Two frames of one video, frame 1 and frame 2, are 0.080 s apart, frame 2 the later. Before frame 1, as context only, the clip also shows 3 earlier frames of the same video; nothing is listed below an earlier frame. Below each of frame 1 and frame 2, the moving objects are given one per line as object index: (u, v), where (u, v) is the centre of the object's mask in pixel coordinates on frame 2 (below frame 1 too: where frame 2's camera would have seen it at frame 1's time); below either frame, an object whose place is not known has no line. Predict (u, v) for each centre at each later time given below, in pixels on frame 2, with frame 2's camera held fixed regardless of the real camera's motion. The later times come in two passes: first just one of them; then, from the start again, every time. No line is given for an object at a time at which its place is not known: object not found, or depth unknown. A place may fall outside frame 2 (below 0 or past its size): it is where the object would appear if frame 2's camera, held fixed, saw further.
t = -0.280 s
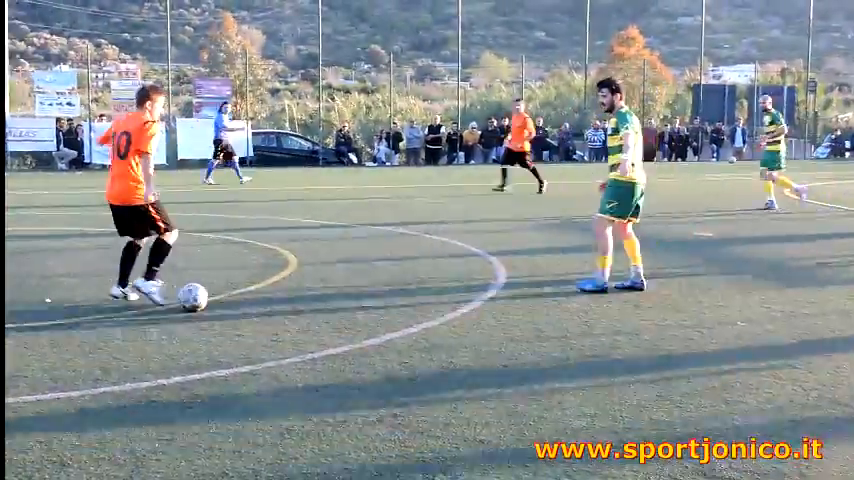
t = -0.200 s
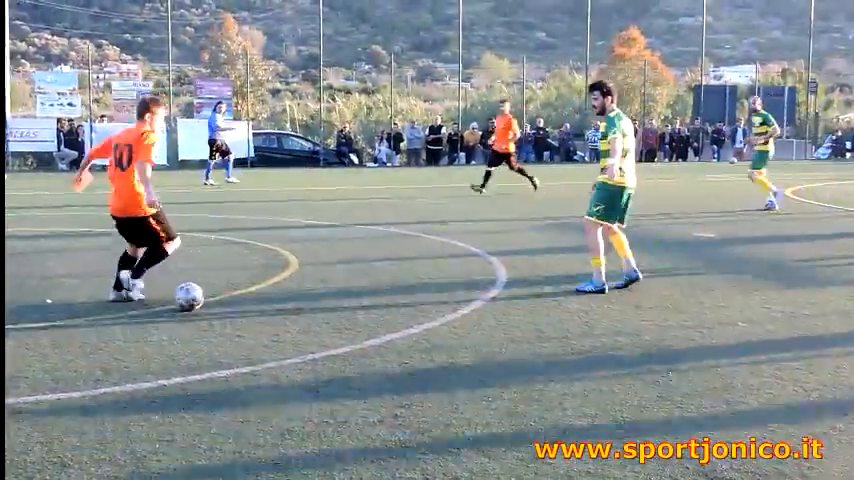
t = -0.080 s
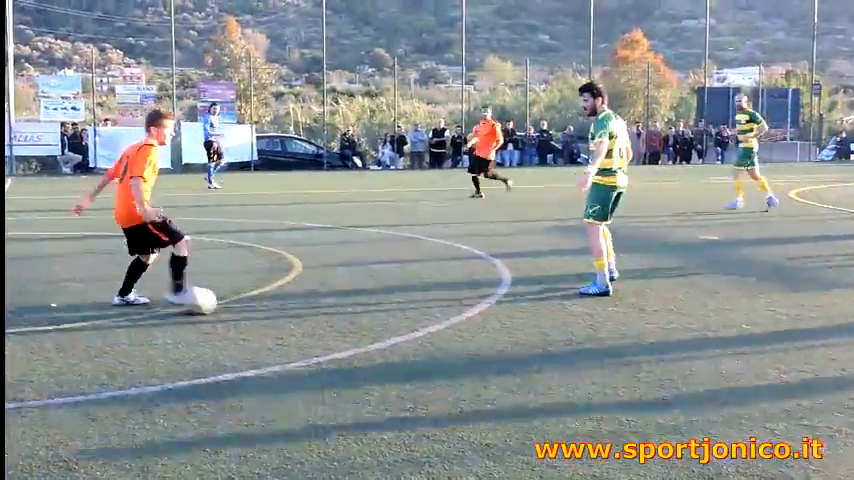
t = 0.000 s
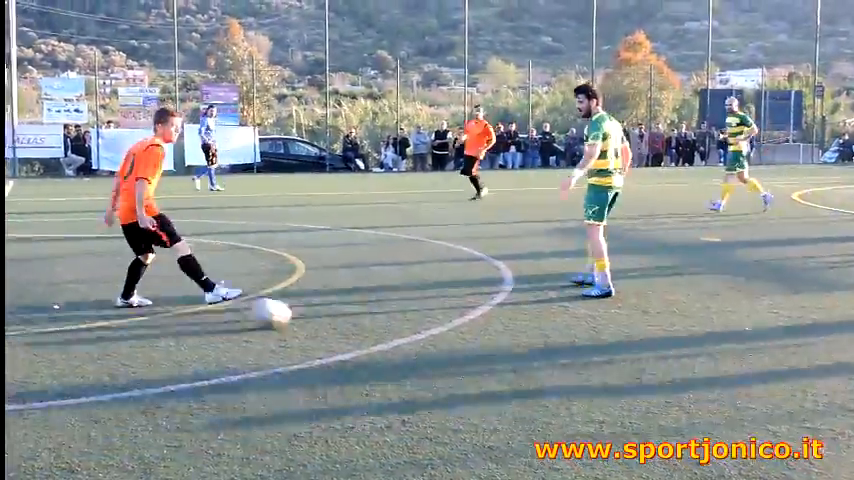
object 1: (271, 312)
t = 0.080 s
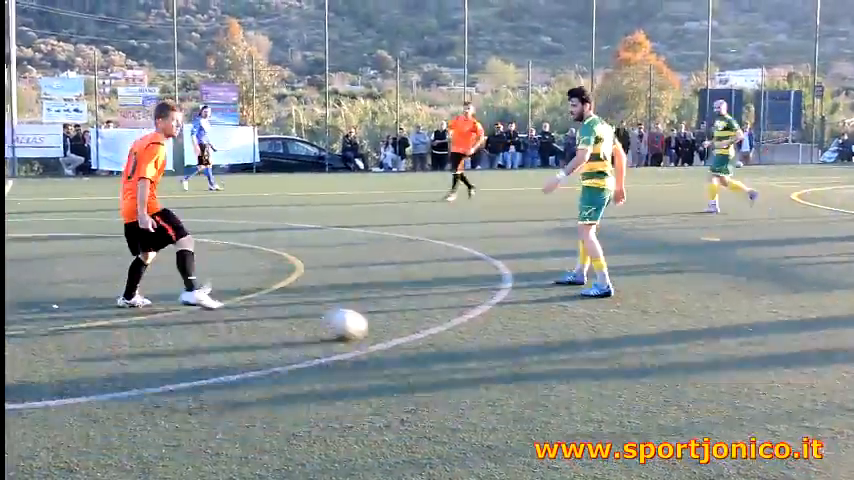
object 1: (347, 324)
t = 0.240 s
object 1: (506, 348)
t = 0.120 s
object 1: (384, 329)
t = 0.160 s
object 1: (422, 336)
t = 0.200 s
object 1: (464, 342)
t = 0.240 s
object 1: (506, 348)
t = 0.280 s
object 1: (548, 354)
